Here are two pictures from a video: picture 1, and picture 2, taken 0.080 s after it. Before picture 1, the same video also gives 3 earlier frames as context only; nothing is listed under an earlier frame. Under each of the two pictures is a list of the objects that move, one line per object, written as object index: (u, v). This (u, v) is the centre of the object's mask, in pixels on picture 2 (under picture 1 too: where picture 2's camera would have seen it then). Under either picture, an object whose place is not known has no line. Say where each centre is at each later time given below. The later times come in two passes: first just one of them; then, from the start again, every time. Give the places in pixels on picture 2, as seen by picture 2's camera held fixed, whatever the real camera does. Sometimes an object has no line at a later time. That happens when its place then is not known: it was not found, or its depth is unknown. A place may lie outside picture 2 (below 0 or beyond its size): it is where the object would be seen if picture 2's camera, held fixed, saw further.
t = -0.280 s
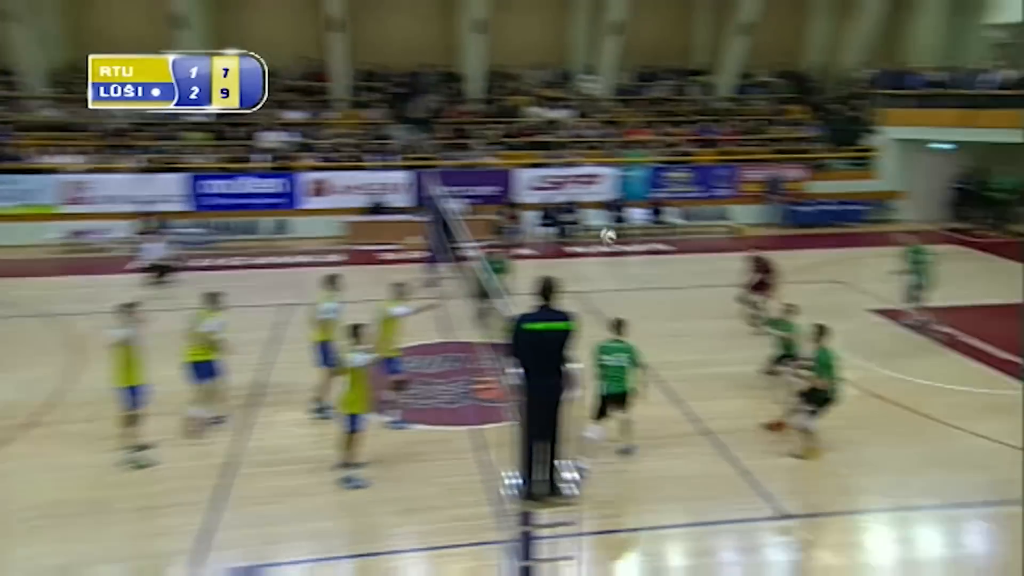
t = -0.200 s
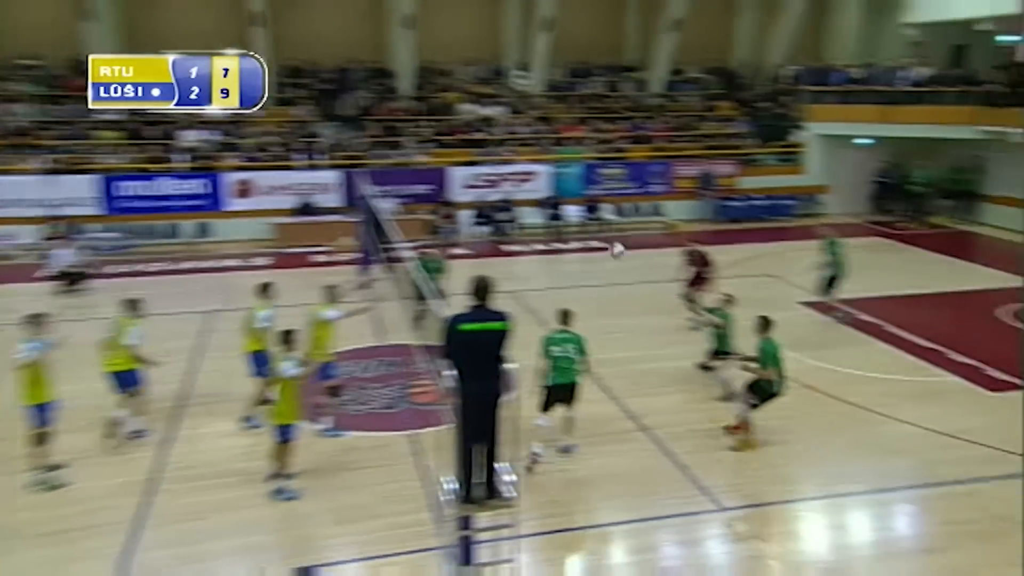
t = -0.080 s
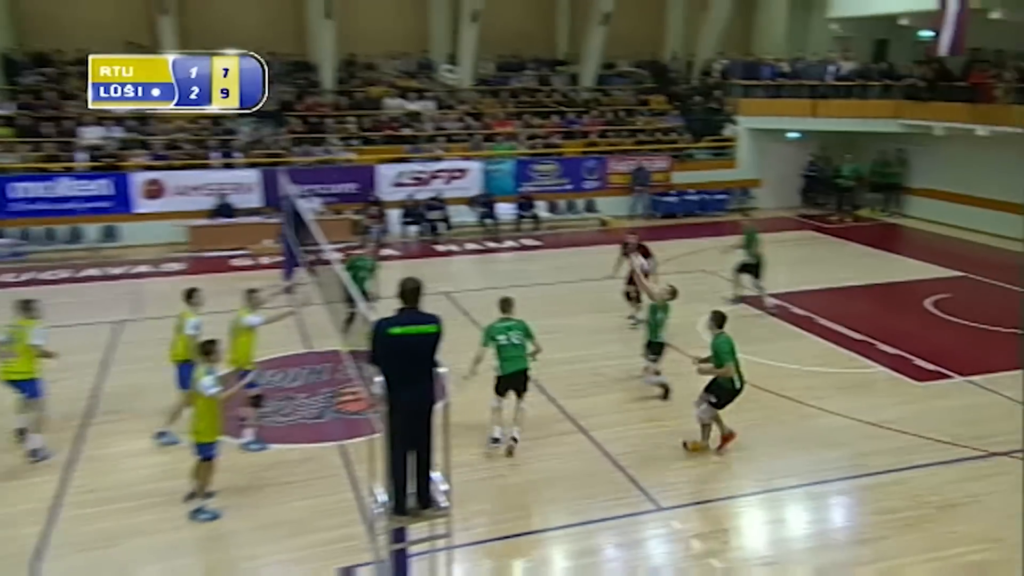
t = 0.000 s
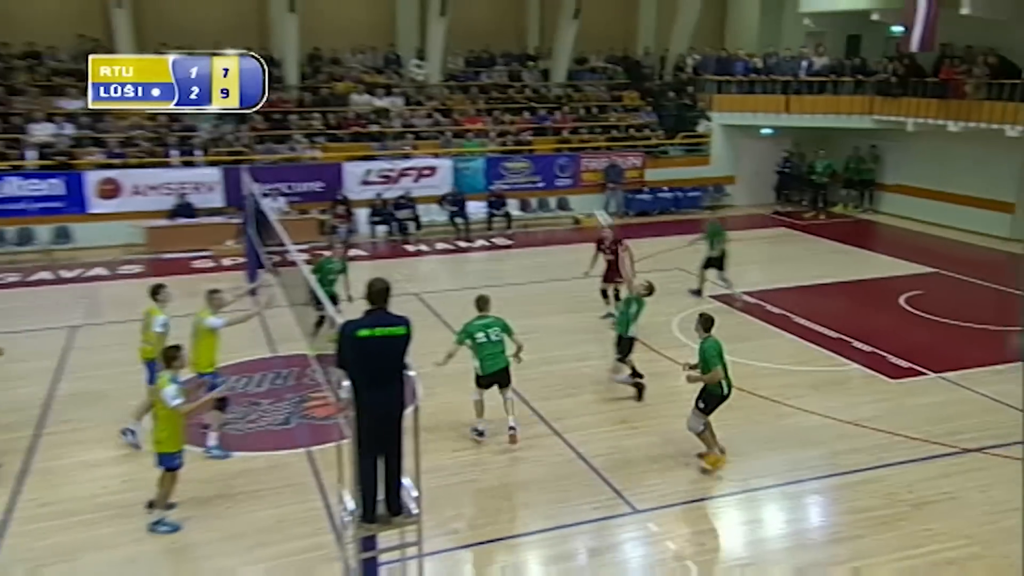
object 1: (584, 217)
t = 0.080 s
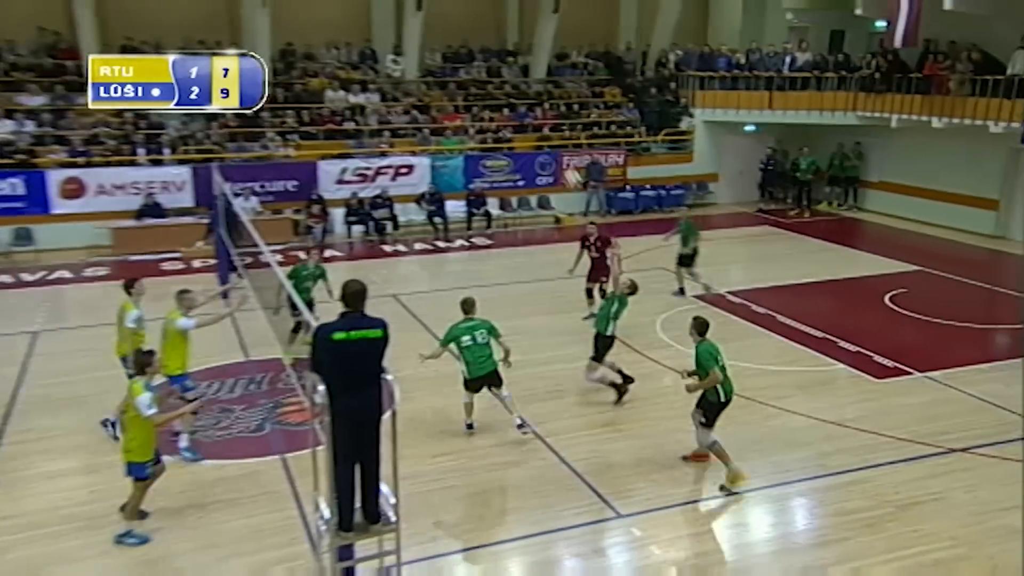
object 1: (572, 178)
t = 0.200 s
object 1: (554, 126)
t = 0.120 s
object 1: (567, 159)
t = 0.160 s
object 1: (560, 142)
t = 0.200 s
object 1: (554, 126)
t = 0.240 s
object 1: (548, 110)
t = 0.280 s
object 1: (541, 97)
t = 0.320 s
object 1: (535, 85)
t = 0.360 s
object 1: (527, 73)
